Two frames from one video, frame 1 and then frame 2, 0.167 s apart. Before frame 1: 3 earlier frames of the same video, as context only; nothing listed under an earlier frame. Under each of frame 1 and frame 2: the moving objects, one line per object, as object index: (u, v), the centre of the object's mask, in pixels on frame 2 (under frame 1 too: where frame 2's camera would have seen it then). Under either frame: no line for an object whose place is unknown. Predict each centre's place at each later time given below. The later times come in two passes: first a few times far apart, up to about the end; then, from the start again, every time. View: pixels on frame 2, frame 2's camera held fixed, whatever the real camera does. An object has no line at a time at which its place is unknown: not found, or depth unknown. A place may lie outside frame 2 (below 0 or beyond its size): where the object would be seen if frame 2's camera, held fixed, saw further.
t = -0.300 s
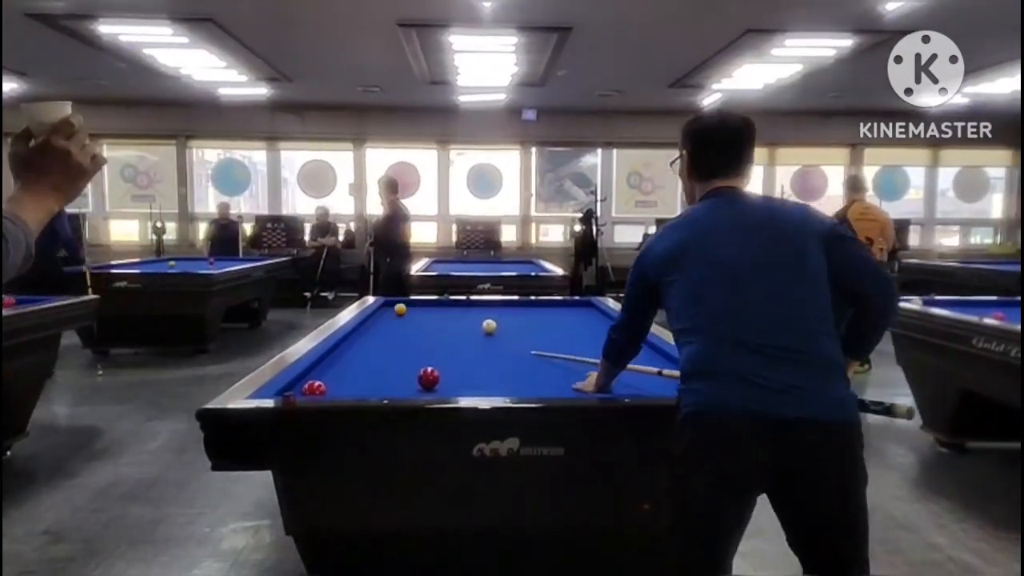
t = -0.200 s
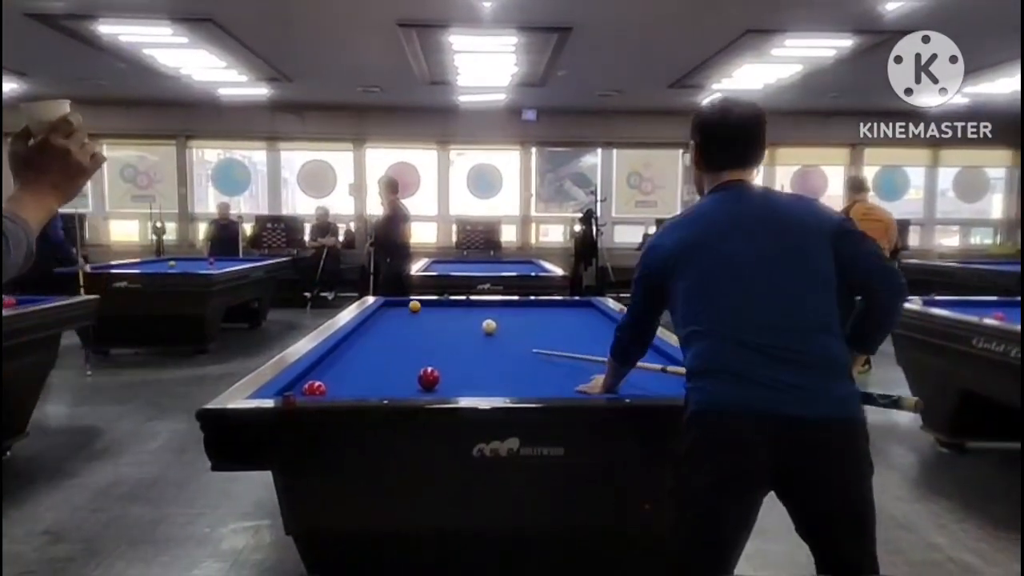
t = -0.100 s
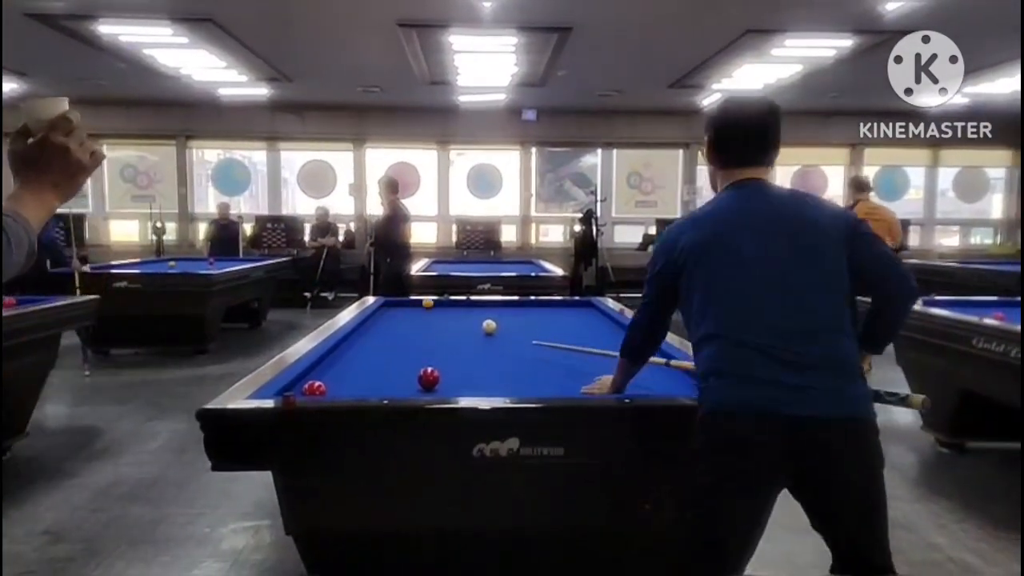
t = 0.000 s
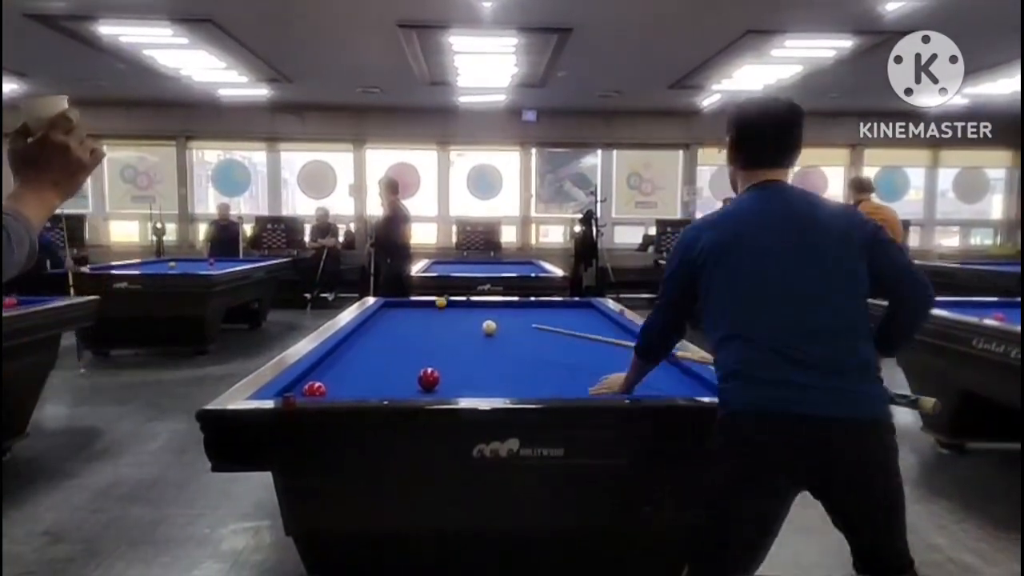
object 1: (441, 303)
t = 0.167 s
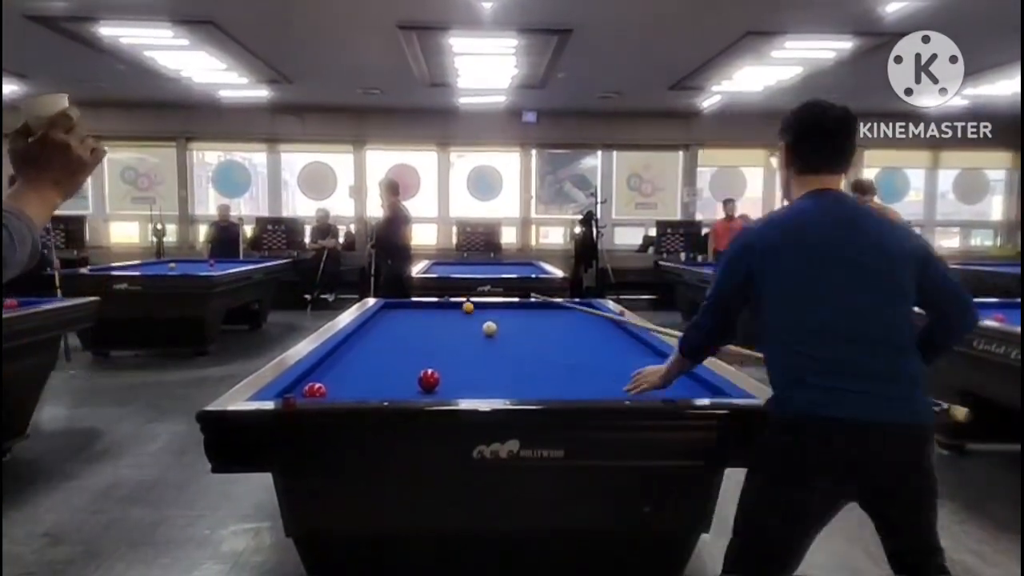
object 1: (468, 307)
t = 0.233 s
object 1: (479, 309)
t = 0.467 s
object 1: (518, 313)
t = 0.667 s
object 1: (556, 318)
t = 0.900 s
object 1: (603, 324)
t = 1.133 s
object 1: (602, 330)
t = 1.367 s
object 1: (583, 337)
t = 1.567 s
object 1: (564, 343)
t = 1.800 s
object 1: (540, 351)
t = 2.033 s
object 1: (513, 361)
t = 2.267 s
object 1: (481, 372)
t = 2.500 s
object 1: (445, 385)
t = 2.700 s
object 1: (409, 392)
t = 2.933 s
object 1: (371, 387)
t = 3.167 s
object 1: (336, 381)
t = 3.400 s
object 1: (317, 373)
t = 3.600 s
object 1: (342, 368)
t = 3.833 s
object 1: (367, 361)
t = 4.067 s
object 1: (389, 356)
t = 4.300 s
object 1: (408, 350)
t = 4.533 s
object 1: (428, 346)
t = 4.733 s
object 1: (443, 342)
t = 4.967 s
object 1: (460, 339)
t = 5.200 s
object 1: (475, 336)
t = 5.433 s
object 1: (488, 333)
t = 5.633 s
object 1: (499, 330)
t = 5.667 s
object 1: (501, 329)
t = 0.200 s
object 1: (473, 308)
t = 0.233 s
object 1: (479, 309)
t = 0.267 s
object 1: (484, 309)
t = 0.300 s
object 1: (490, 310)
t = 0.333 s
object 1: (495, 310)
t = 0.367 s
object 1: (501, 311)
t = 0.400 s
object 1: (507, 312)
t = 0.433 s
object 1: (513, 312)
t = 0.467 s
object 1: (518, 313)
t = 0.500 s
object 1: (524, 314)
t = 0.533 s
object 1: (530, 315)
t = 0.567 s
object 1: (537, 316)
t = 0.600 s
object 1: (543, 316)
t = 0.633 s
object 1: (549, 317)
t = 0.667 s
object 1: (556, 318)
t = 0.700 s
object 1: (562, 319)
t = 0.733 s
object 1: (569, 320)
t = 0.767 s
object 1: (575, 320)
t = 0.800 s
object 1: (582, 321)
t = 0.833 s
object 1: (589, 322)
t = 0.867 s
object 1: (596, 323)
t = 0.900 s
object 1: (603, 324)
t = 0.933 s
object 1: (610, 325)
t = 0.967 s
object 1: (617, 326)
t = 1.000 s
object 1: (614, 326)
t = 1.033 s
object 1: (610, 327)
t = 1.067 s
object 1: (607, 328)
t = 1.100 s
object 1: (604, 329)
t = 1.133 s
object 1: (602, 330)
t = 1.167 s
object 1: (599, 331)
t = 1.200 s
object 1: (596, 332)
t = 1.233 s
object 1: (594, 333)
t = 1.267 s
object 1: (591, 334)
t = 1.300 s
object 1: (588, 335)
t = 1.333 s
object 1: (585, 336)
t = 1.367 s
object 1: (583, 337)
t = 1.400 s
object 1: (579, 338)
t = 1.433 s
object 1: (576, 339)
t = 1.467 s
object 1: (573, 340)
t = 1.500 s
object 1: (570, 341)
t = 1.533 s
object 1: (567, 342)
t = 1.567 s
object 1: (564, 343)
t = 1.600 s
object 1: (561, 344)
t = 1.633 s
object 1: (557, 346)
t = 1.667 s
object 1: (554, 346)
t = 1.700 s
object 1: (551, 348)
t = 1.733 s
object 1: (547, 349)
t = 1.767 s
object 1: (544, 350)
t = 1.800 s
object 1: (540, 351)
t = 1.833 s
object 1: (536, 353)
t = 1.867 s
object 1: (532, 354)
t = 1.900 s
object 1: (529, 355)
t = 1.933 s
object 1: (525, 357)
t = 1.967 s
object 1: (521, 358)
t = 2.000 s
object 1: (517, 360)
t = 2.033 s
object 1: (513, 361)
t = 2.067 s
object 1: (509, 363)
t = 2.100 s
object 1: (504, 364)
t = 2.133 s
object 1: (500, 366)
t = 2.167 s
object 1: (495, 367)
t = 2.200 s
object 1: (491, 369)
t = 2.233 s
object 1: (486, 370)
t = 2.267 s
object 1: (481, 372)
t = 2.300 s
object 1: (476, 374)
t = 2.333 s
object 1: (471, 375)
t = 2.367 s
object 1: (467, 377)
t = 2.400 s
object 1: (462, 379)
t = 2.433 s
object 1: (457, 381)
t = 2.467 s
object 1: (451, 383)
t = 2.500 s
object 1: (445, 385)
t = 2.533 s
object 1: (440, 386)
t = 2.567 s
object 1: (433, 387)
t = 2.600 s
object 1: (428, 389)
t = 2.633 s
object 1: (421, 390)
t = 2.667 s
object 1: (416, 391)
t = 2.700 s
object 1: (409, 392)
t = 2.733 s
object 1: (404, 391)
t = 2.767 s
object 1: (398, 390)
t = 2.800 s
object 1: (392, 389)
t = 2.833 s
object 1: (387, 388)
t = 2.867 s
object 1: (381, 388)
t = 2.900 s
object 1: (376, 387)
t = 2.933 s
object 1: (371, 387)
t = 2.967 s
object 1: (366, 386)
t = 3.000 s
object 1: (360, 385)
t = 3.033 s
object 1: (356, 384)
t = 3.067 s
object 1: (350, 384)
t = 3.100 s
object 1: (346, 382)
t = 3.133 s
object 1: (341, 382)
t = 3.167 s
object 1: (336, 381)
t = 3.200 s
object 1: (331, 380)
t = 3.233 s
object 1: (327, 377)
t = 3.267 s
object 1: (322, 376)
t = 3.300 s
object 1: (317, 375)
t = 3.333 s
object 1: (313, 374)
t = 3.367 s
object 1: (313, 374)
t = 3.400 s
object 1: (317, 373)
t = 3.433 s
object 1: (321, 372)
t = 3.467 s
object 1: (326, 371)
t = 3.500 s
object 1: (330, 371)
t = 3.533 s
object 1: (334, 370)
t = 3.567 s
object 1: (338, 369)
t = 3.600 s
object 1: (342, 368)
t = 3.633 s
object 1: (346, 367)
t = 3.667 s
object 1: (349, 366)
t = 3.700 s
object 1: (352, 364)
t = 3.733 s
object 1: (356, 364)
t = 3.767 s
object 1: (360, 363)
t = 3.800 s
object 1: (363, 362)
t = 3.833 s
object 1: (367, 361)
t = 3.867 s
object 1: (370, 360)
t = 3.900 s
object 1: (373, 360)
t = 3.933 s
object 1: (377, 359)
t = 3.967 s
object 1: (380, 358)
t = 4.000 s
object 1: (383, 358)
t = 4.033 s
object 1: (386, 357)
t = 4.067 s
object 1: (389, 356)
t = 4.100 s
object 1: (392, 355)
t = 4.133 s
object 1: (395, 354)
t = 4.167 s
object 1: (398, 353)
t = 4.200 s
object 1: (401, 353)
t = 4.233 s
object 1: (403, 352)
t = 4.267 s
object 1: (406, 351)
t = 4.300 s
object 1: (408, 350)
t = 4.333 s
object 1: (411, 349)
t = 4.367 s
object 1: (414, 349)
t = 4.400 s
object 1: (417, 348)
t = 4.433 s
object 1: (420, 348)
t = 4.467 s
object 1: (422, 347)
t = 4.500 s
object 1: (425, 346)
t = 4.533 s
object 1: (428, 346)
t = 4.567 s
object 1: (430, 345)
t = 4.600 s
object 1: (433, 345)
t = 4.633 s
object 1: (435, 344)
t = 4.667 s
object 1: (438, 343)
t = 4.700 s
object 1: (440, 343)
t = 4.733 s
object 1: (443, 342)
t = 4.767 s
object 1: (446, 342)
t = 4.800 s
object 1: (448, 341)
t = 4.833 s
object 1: (450, 341)
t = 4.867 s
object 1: (453, 340)
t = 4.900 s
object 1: (455, 340)
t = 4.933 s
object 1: (458, 339)
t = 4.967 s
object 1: (460, 339)
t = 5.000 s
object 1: (462, 338)
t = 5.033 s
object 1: (464, 338)
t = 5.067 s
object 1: (466, 337)
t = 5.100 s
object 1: (468, 337)
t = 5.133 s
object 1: (471, 336)
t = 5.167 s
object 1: (472, 336)
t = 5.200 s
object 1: (475, 336)
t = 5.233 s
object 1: (476, 335)
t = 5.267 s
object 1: (479, 335)
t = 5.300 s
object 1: (481, 335)
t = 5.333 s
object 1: (483, 334)
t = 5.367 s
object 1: (484, 334)
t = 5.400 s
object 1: (486, 333)
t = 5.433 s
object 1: (488, 333)
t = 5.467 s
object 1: (490, 332)
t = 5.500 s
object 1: (491, 332)
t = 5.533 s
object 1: (493, 331)
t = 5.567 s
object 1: (495, 331)
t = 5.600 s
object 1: (497, 331)
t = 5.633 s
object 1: (499, 330)
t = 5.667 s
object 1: (501, 329)
